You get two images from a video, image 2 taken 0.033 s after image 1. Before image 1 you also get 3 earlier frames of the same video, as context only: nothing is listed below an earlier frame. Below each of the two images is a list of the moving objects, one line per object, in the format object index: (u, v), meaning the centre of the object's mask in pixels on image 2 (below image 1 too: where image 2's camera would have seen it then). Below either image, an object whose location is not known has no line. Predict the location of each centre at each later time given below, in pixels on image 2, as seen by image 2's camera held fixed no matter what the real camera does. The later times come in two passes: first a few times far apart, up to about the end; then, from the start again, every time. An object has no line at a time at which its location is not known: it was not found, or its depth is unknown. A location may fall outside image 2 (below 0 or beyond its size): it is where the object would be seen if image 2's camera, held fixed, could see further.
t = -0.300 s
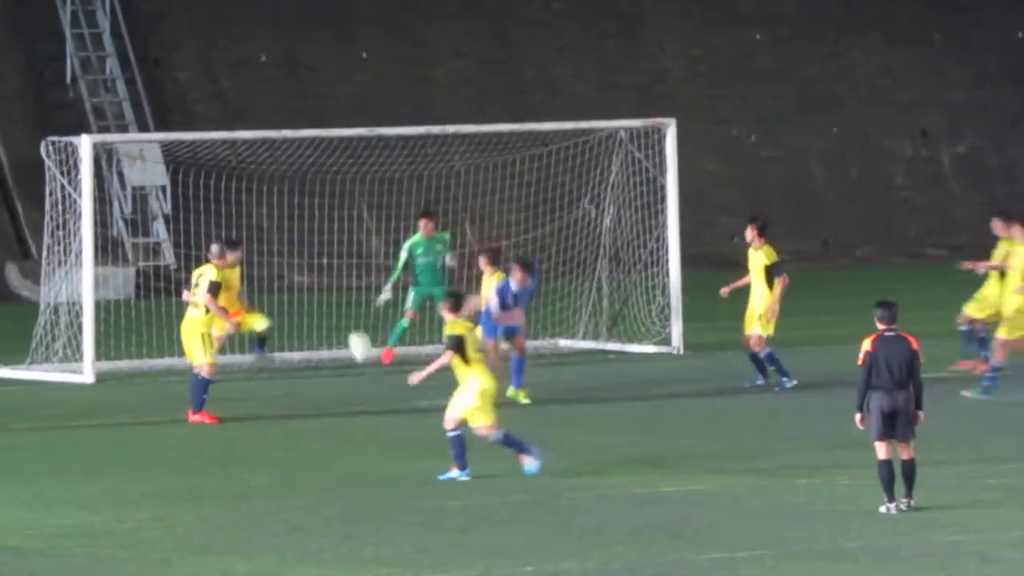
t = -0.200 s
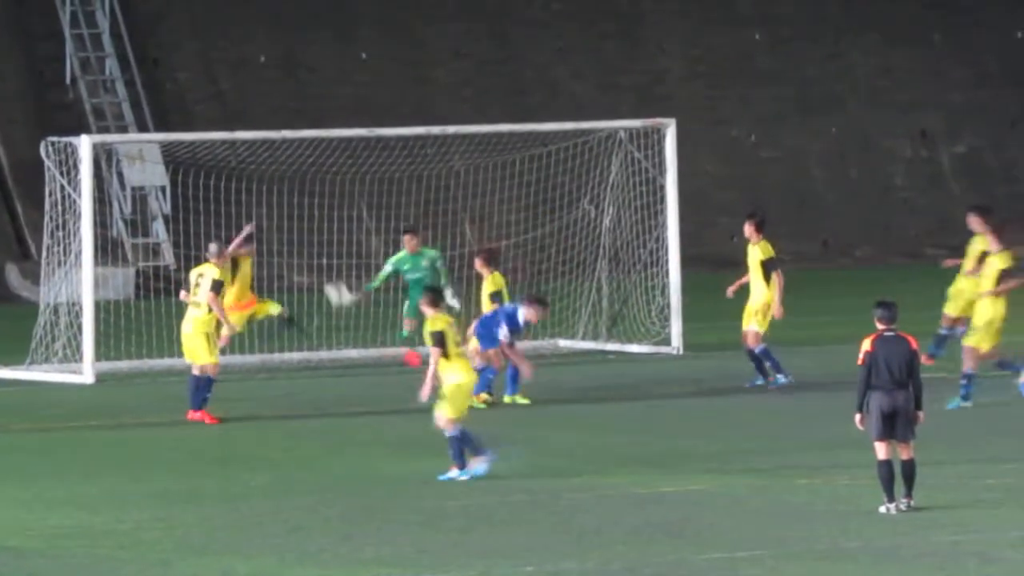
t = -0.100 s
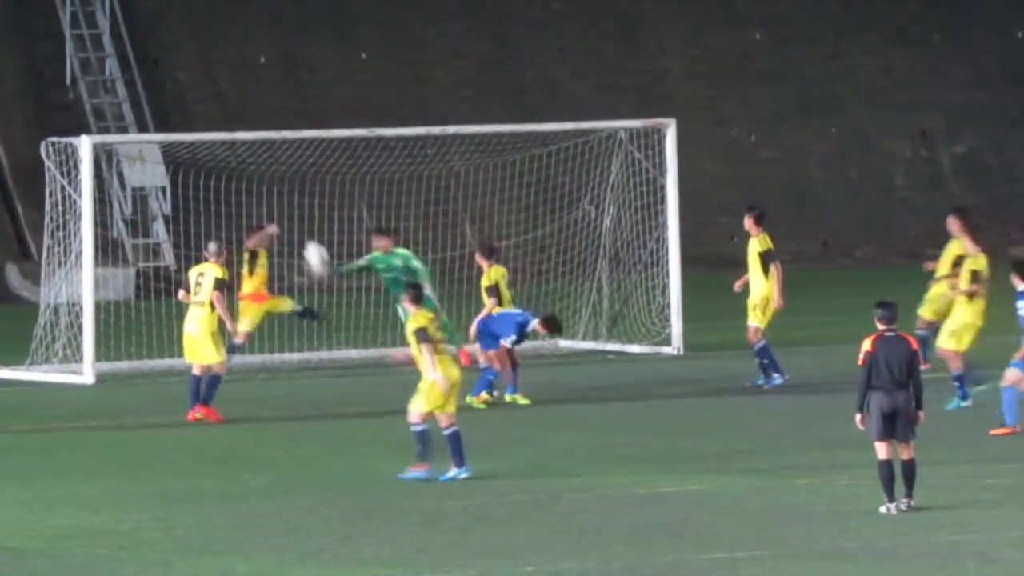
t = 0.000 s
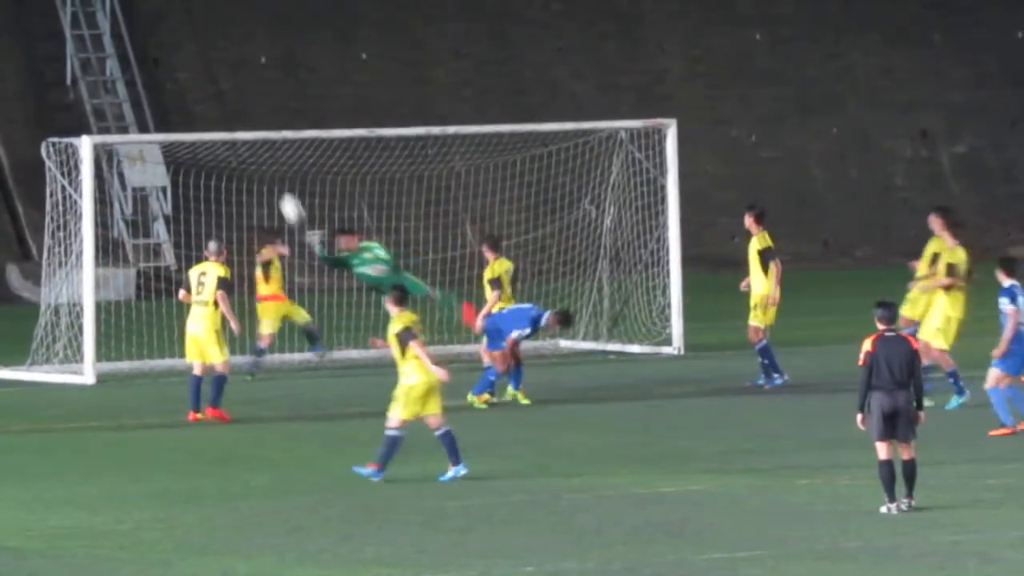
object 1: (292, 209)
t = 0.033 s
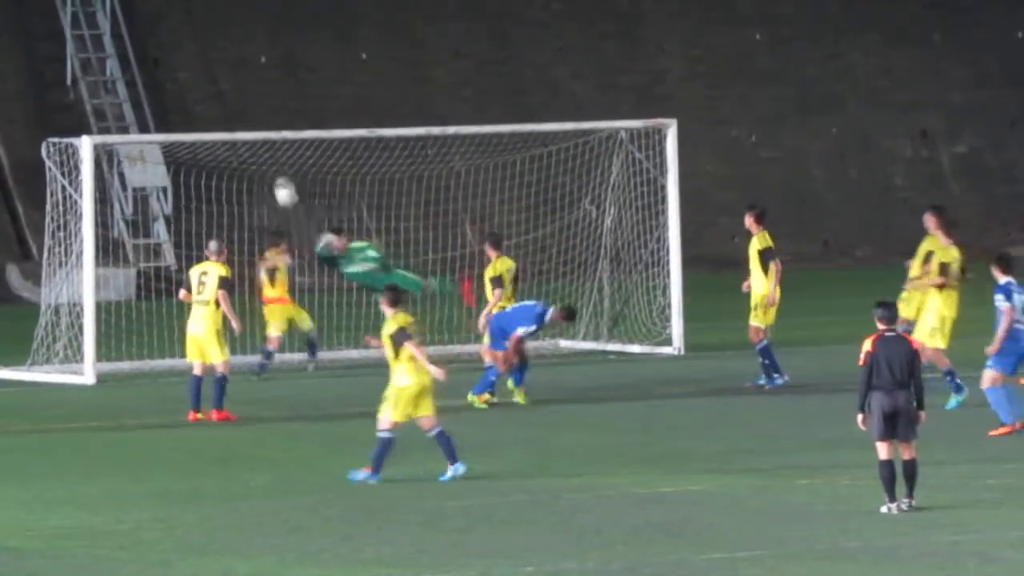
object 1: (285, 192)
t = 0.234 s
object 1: (284, 144)
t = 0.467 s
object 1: (288, 150)
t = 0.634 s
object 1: (295, 191)
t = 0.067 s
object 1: (282, 177)
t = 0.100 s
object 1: (282, 166)
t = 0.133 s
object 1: (283, 156)
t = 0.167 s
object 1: (284, 150)
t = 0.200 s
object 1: (284, 146)
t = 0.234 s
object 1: (284, 144)
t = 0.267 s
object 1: (285, 137)
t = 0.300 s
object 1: (285, 135)
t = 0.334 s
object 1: (285, 138)
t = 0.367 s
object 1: (284, 138)
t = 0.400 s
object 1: (285, 144)
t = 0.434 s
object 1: (287, 146)
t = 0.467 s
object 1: (288, 150)
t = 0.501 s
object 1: (289, 154)
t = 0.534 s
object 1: (290, 162)
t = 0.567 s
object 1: (292, 170)
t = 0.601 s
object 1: (293, 179)
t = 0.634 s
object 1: (295, 191)
